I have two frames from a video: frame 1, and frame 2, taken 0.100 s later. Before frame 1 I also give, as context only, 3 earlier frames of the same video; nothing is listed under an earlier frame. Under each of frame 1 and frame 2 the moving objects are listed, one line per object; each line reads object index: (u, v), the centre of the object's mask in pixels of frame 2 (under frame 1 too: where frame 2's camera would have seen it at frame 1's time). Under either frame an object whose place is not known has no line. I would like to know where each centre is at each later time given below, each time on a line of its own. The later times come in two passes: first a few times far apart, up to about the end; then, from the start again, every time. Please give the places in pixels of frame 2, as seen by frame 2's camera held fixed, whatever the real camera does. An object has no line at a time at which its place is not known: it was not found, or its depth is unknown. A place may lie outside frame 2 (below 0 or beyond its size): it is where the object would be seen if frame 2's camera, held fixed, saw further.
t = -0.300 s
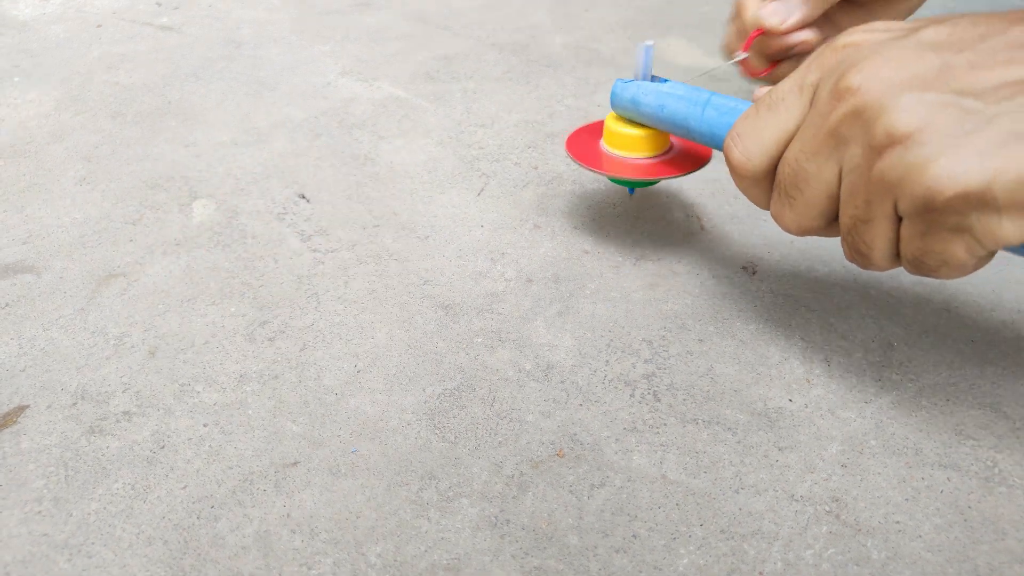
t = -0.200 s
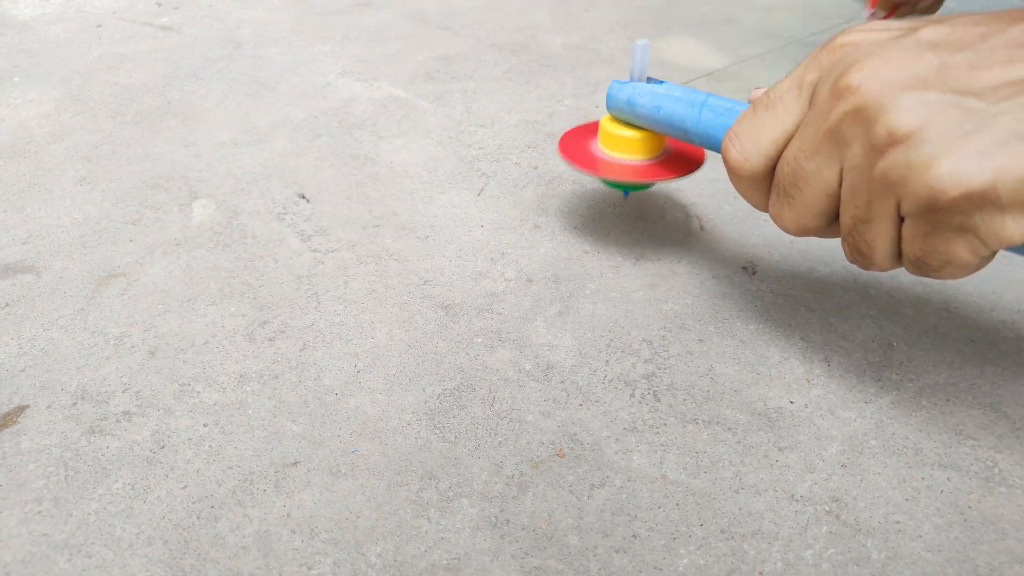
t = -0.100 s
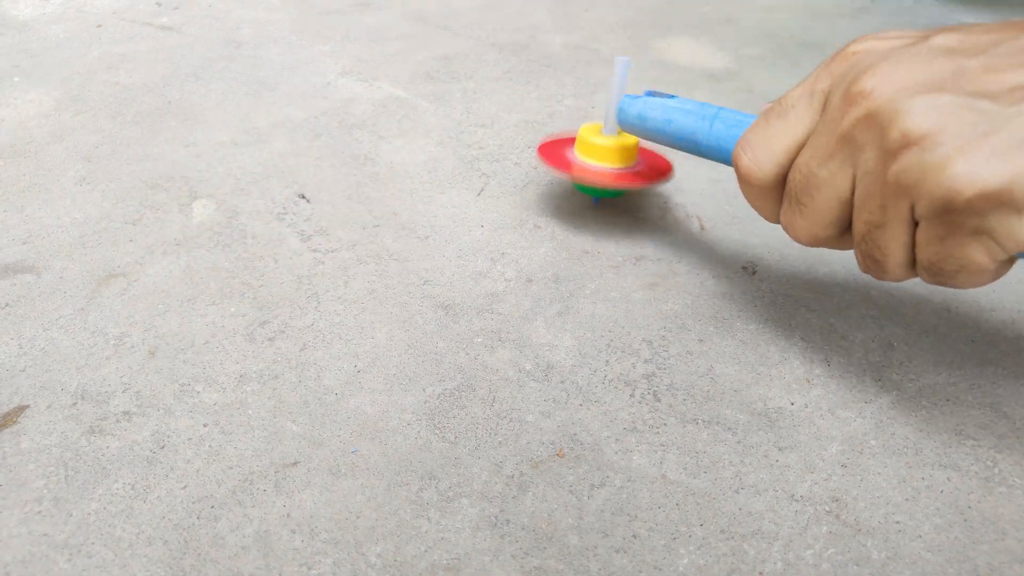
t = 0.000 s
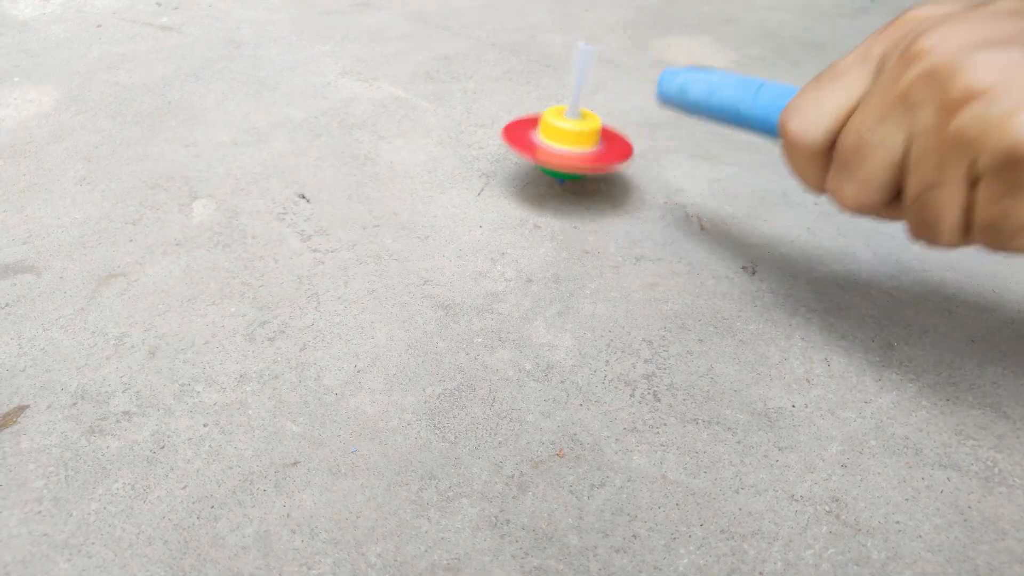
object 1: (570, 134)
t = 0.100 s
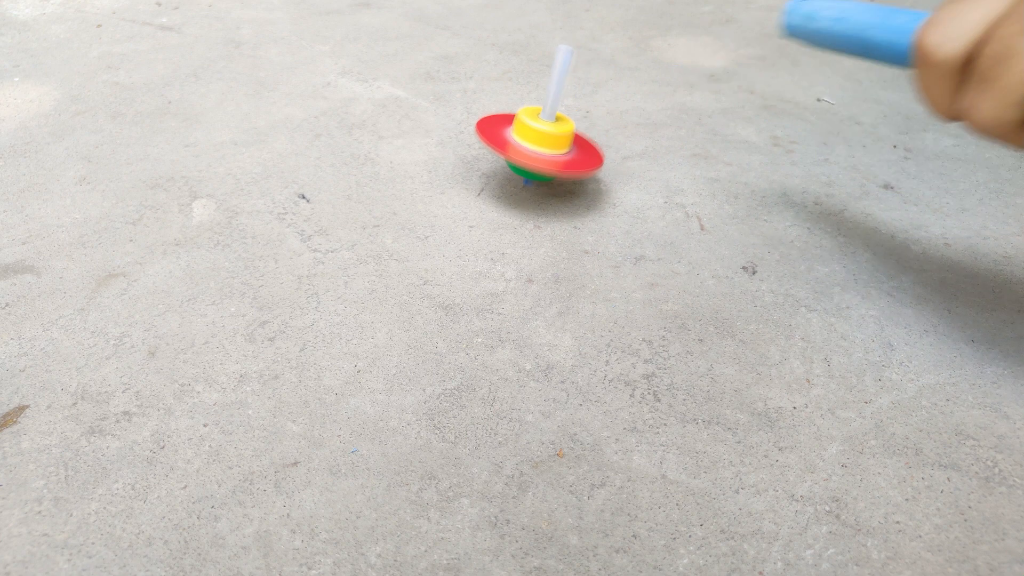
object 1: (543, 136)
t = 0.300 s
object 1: (469, 187)
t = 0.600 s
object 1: (359, 177)
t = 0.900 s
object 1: (397, 148)
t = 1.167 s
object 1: (441, 166)
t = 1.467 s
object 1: (441, 194)
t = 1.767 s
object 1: (447, 249)
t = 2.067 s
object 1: (574, 314)
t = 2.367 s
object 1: (613, 335)
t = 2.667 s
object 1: (629, 342)
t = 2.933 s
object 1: (667, 411)
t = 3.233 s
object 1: (683, 376)
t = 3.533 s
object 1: (648, 418)
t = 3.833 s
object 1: (661, 418)
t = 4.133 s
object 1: (651, 435)
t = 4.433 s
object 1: (644, 421)
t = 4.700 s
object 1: (647, 430)
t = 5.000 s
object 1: (642, 422)
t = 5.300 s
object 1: (644, 435)
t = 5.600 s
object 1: (654, 425)
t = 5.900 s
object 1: (644, 412)
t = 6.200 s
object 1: (620, 464)
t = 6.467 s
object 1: (612, 374)
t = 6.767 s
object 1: (576, 478)
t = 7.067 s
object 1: (560, 386)
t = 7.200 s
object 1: (503, 419)
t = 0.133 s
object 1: (535, 143)
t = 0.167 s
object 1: (527, 151)
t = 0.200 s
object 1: (519, 159)
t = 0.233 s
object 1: (508, 167)
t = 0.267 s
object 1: (489, 178)
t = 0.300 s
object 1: (469, 187)
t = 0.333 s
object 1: (444, 197)
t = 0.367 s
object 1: (424, 196)
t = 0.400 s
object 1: (419, 196)
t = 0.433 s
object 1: (417, 196)
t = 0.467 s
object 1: (409, 191)
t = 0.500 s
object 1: (396, 190)
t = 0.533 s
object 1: (380, 181)
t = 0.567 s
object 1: (368, 176)
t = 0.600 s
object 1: (359, 177)
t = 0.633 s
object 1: (352, 175)
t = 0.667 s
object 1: (354, 171)
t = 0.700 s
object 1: (359, 170)
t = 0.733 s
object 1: (368, 163)
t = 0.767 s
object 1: (380, 163)
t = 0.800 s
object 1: (385, 156)
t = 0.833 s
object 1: (387, 150)
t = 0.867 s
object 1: (393, 147)
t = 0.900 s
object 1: (397, 148)
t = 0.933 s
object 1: (397, 151)
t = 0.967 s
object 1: (392, 151)
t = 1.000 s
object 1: (389, 149)
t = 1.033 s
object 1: (391, 151)
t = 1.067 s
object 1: (401, 152)
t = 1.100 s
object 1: (415, 156)
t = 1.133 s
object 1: (428, 160)
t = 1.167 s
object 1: (441, 166)
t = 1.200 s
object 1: (445, 175)
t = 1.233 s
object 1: (444, 184)
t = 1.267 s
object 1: (434, 195)
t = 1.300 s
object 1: (424, 198)
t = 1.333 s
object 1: (412, 199)
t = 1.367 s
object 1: (408, 195)
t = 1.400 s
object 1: (411, 193)
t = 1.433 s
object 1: (425, 191)
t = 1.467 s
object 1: (441, 194)
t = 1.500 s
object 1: (444, 198)
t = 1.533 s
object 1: (440, 206)
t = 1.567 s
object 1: (437, 211)
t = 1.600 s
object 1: (444, 215)
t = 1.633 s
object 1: (441, 214)
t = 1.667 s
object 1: (439, 219)
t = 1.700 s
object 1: (437, 225)
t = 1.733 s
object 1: (444, 234)
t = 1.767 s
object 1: (447, 249)
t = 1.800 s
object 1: (444, 269)
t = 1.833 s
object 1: (442, 287)
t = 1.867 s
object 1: (456, 301)
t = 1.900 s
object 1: (464, 310)
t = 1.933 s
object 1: (475, 308)
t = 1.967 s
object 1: (499, 301)
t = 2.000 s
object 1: (527, 302)
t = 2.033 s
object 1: (552, 307)
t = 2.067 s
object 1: (574, 314)
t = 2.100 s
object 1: (590, 330)
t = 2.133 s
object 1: (596, 345)
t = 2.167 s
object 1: (587, 352)
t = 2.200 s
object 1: (571, 354)
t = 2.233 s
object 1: (565, 343)
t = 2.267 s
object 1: (572, 341)
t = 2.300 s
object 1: (581, 340)
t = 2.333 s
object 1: (593, 338)
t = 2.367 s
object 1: (613, 335)
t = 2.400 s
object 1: (627, 332)
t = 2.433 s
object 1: (641, 342)
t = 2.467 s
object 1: (652, 356)
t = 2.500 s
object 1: (645, 368)
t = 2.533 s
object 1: (630, 378)
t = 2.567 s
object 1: (622, 378)
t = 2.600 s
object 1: (615, 366)
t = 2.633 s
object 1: (617, 354)
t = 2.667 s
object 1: (629, 342)
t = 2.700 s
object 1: (638, 340)
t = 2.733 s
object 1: (656, 341)
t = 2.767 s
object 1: (674, 347)
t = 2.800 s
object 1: (693, 362)
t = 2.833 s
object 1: (701, 372)
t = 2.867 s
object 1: (700, 392)
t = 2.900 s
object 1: (688, 401)
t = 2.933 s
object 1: (667, 411)
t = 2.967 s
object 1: (647, 402)
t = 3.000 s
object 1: (627, 398)
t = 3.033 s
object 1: (616, 385)
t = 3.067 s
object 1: (619, 377)
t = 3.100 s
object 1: (627, 366)
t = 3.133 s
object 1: (645, 369)
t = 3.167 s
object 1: (654, 368)
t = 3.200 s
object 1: (674, 369)
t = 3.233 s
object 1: (683, 376)
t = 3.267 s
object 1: (695, 383)
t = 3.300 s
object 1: (700, 399)
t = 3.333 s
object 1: (695, 409)
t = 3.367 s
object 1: (688, 422)
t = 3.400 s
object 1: (670, 429)
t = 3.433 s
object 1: (656, 430)
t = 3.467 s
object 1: (650, 430)
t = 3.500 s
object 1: (644, 425)
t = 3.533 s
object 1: (648, 418)
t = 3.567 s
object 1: (653, 419)
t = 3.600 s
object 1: (653, 415)
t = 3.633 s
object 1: (657, 410)
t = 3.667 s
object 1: (662, 416)
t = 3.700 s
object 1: (657, 419)
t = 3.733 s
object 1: (652, 416)
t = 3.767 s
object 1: (658, 414)
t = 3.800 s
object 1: (661, 417)
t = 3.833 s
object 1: (661, 418)
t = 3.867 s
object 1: (663, 416)
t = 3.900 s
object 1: (668, 419)
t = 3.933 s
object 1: (668, 426)
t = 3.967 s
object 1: (665, 430)
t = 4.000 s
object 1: (659, 428)
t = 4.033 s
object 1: (659, 422)
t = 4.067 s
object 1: (658, 423)
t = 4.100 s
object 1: (657, 431)
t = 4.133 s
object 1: (651, 435)
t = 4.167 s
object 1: (644, 434)
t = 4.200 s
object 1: (640, 430)
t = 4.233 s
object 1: (641, 424)
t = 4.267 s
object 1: (643, 420)
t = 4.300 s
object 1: (646, 420)
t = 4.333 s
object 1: (648, 421)
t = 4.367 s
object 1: (648, 423)
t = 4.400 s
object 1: (645, 424)
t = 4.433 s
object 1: (644, 421)
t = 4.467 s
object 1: (645, 418)
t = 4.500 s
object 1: (648, 416)
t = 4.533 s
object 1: (653, 416)
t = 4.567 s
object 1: (658, 419)
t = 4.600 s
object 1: (659, 425)
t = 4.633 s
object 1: (656, 429)
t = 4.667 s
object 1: (652, 431)
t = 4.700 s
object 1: (647, 430)
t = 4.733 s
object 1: (645, 427)
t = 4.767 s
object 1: (646, 424)
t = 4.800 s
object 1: (648, 423)
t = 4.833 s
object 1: (650, 423)
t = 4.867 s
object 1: (650, 425)
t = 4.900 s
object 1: (649, 427)
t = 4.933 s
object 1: (646, 427)
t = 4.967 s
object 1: (644, 426)
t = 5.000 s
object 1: (642, 422)
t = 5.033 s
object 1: (643, 418)
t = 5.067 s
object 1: (647, 415)
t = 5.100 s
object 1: (652, 415)
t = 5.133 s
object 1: (657, 418)
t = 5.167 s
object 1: (659, 424)
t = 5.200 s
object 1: (658, 430)
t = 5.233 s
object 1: (654, 434)
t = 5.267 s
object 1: (649, 436)
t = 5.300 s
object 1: (644, 435)
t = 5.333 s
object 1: (639, 432)
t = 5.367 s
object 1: (637, 428)
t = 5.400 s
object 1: (637, 423)
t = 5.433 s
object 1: (640, 419)
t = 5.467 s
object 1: (643, 417)
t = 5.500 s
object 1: (647, 417)
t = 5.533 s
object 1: (651, 419)
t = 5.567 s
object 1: (653, 422)
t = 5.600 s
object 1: (654, 425)
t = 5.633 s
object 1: (654, 429)
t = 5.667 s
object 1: (653, 432)
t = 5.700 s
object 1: (651, 434)
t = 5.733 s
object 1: (648, 434)
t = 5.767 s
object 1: (645, 432)
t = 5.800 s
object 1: (642, 428)
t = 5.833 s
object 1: (641, 423)
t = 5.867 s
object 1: (641, 417)
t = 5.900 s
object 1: (644, 412)
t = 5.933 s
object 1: (650, 407)
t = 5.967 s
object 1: (657, 407)
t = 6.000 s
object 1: (665, 411)
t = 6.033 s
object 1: (672, 420)
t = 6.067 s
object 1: (673, 434)
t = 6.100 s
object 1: (667, 449)
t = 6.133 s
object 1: (653, 462)
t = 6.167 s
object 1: (637, 466)
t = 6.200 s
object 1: (620, 464)
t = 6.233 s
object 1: (600, 448)
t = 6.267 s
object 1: (585, 422)
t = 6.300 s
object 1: (588, 399)
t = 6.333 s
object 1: (596, 385)
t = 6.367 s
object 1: (602, 376)
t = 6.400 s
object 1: (612, 370)
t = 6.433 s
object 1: (615, 370)
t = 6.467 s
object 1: (612, 374)
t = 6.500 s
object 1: (603, 371)
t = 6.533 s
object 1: (585, 379)
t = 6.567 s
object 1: (559, 383)
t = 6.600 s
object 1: (533, 398)
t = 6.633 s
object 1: (521, 425)
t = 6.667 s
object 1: (521, 452)
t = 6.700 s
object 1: (535, 469)
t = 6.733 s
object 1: (554, 476)
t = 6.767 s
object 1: (576, 478)
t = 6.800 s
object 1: (597, 477)
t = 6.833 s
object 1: (618, 470)
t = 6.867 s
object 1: (630, 456)
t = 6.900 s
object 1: (635, 436)
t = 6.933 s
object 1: (625, 419)
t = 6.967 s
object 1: (612, 404)
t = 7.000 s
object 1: (596, 394)
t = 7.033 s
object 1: (578, 388)
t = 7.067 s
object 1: (560, 386)
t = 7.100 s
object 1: (542, 388)
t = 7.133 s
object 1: (527, 395)
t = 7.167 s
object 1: (513, 406)
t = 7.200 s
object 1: (503, 419)
